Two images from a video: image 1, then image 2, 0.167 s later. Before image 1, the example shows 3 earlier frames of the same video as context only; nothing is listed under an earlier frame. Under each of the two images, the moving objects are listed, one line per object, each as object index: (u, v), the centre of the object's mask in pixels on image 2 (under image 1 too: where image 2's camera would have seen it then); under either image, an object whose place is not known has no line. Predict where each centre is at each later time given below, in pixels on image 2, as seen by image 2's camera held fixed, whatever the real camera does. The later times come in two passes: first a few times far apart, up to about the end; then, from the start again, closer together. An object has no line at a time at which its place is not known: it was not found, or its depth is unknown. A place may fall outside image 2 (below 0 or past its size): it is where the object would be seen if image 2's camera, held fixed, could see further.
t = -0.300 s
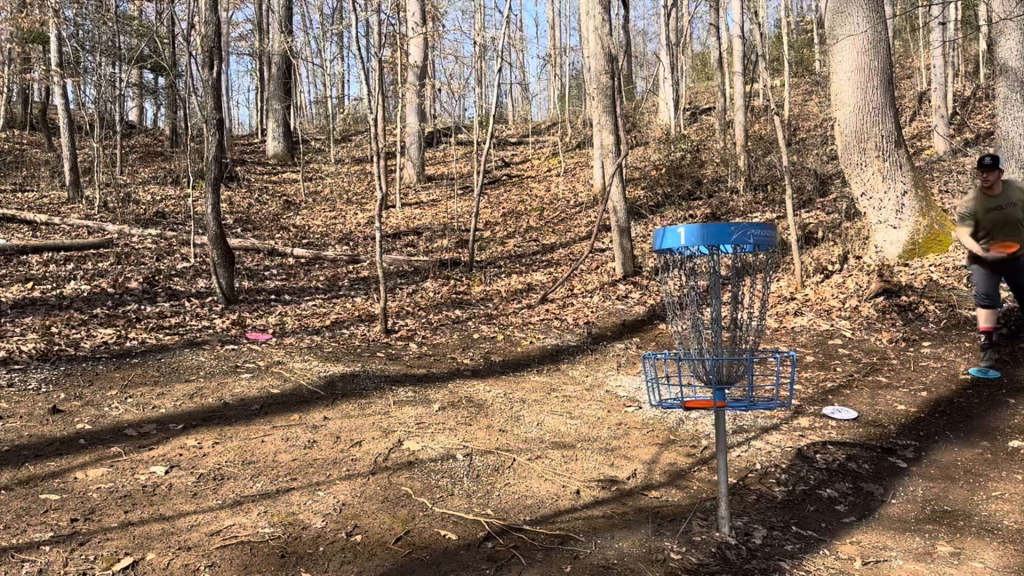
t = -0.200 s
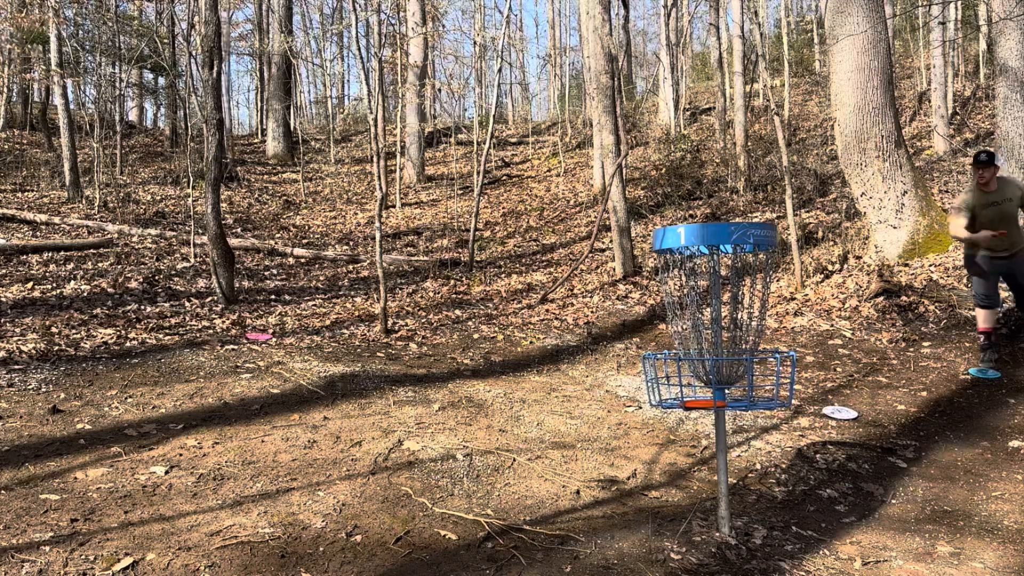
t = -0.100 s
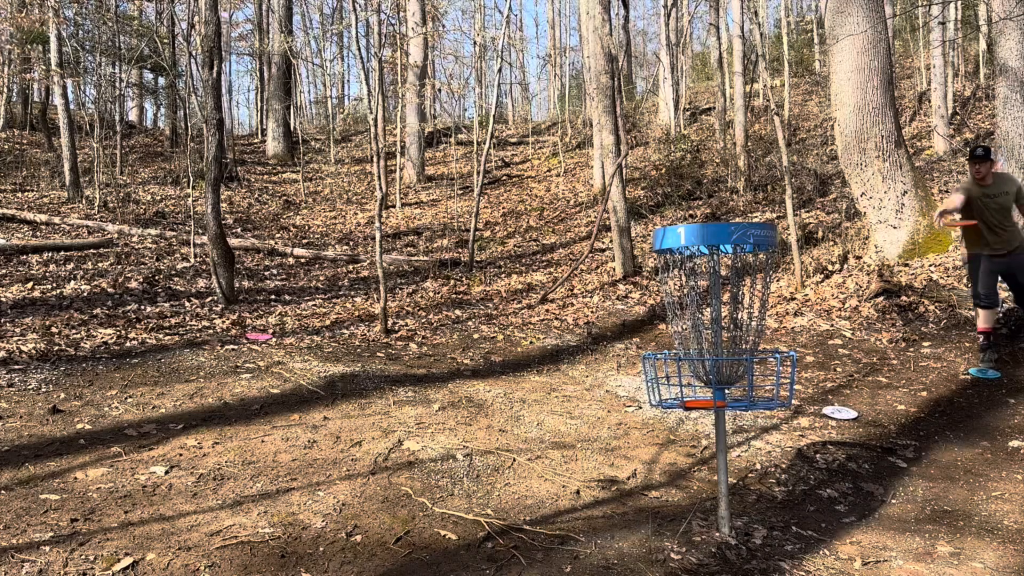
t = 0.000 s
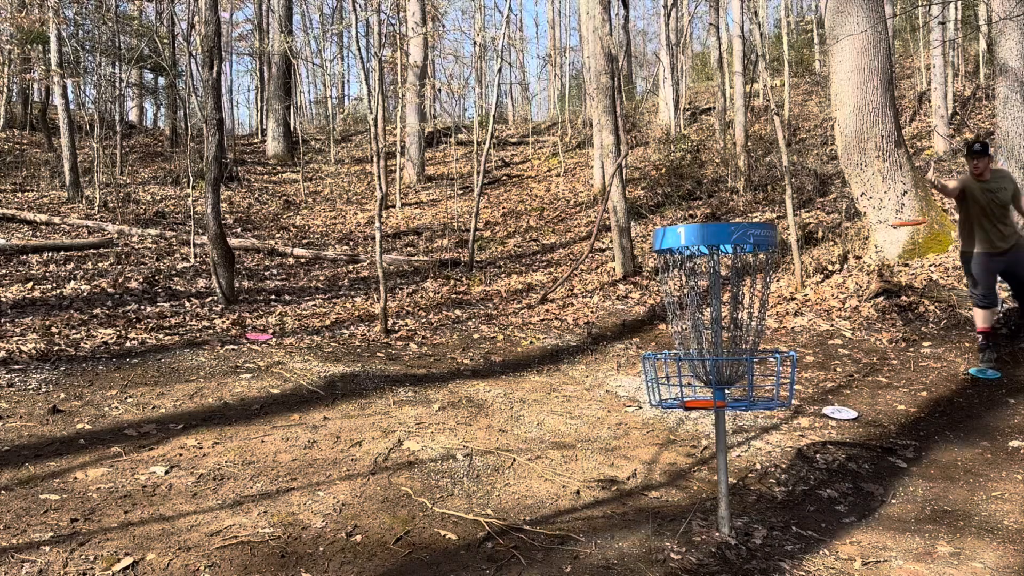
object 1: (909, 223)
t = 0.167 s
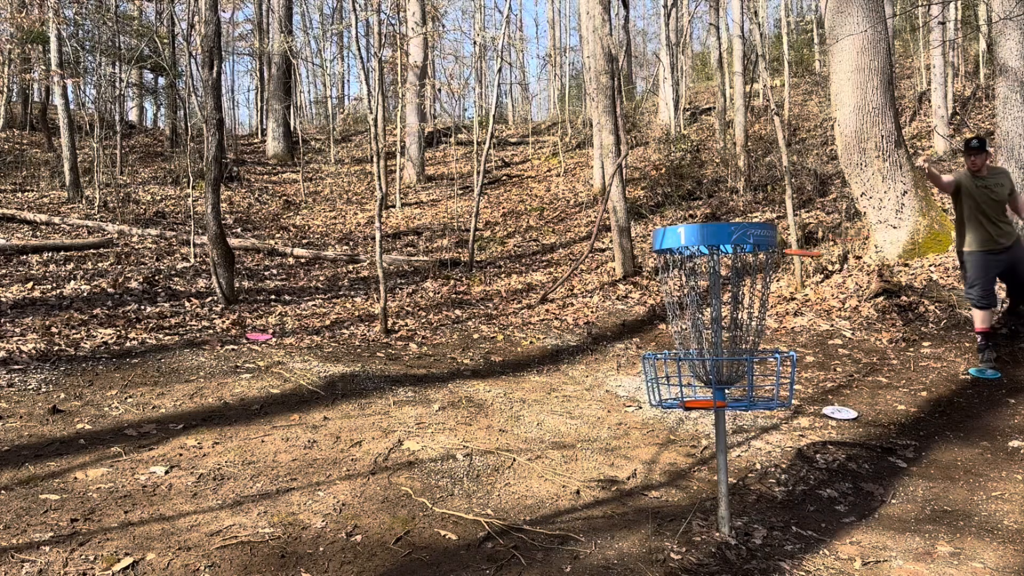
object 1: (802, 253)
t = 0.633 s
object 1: (736, 373)
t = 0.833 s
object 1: (737, 394)
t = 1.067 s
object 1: (737, 396)
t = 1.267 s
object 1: (738, 397)
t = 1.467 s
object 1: (738, 397)
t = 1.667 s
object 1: (737, 397)
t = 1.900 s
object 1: (737, 397)
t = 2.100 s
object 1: (738, 397)
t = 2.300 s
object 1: (738, 397)
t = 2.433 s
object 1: (738, 397)
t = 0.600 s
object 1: (738, 376)
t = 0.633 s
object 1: (736, 373)
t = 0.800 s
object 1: (736, 380)
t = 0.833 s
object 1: (737, 394)
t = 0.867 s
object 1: (736, 395)
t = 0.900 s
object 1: (736, 395)
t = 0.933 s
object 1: (737, 395)
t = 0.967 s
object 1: (736, 396)
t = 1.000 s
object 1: (737, 396)
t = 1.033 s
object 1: (737, 396)
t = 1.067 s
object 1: (737, 396)
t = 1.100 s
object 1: (737, 396)
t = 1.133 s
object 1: (738, 396)
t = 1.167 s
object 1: (738, 396)
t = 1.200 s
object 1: (737, 396)
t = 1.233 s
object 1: (738, 397)
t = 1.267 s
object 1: (738, 397)
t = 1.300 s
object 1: (738, 397)
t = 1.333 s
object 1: (738, 397)
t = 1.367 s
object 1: (738, 396)
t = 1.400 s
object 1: (738, 397)
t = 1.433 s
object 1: (738, 397)
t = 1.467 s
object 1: (738, 397)
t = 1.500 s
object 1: (738, 397)
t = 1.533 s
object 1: (738, 397)
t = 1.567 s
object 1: (737, 397)
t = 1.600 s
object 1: (738, 397)
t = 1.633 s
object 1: (738, 397)
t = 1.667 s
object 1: (737, 397)
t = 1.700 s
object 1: (737, 397)
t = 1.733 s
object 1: (737, 397)
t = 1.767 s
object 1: (737, 397)
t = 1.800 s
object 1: (737, 397)
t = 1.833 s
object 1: (737, 397)
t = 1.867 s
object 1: (737, 397)
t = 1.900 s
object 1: (737, 397)
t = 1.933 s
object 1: (737, 397)
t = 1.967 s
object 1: (737, 397)
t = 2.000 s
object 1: (737, 397)
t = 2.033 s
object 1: (738, 397)
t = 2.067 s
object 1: (738, 397)
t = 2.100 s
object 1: (738, 397)
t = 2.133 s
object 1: (738, 397)
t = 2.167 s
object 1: (738, 397)
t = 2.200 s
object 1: (738, 397)
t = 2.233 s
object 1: (738, 397)
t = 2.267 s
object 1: (738, 397)
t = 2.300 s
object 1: (738, 397)
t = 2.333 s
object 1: (738, 397)
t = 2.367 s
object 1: (738, 397)
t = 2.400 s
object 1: (738, 397)
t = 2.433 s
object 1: (738, 397)
